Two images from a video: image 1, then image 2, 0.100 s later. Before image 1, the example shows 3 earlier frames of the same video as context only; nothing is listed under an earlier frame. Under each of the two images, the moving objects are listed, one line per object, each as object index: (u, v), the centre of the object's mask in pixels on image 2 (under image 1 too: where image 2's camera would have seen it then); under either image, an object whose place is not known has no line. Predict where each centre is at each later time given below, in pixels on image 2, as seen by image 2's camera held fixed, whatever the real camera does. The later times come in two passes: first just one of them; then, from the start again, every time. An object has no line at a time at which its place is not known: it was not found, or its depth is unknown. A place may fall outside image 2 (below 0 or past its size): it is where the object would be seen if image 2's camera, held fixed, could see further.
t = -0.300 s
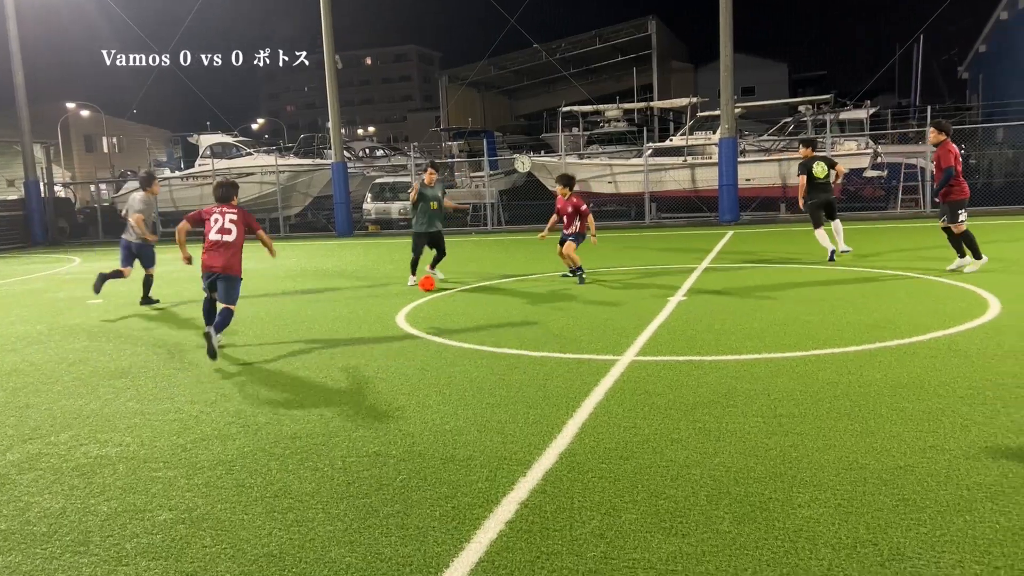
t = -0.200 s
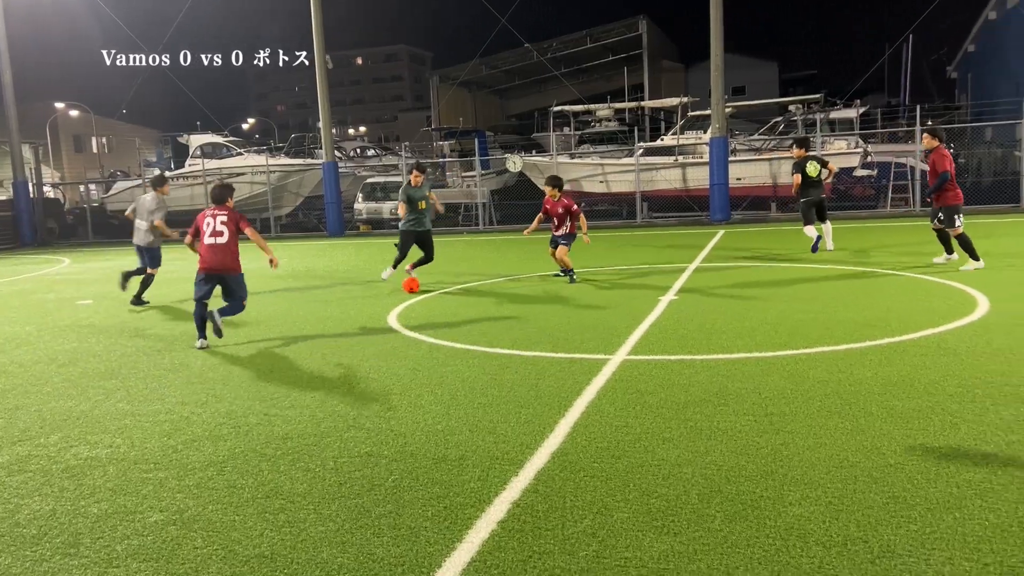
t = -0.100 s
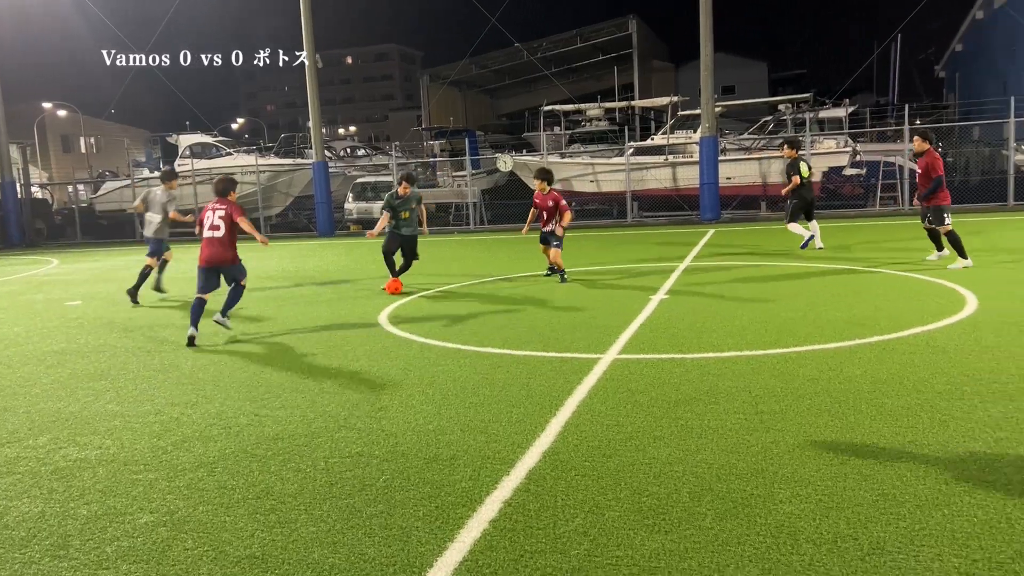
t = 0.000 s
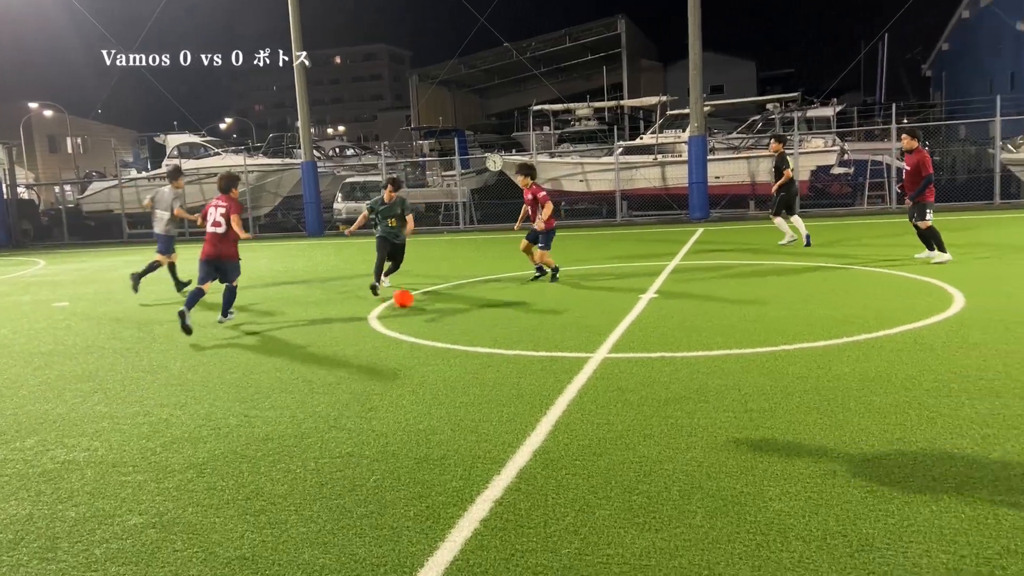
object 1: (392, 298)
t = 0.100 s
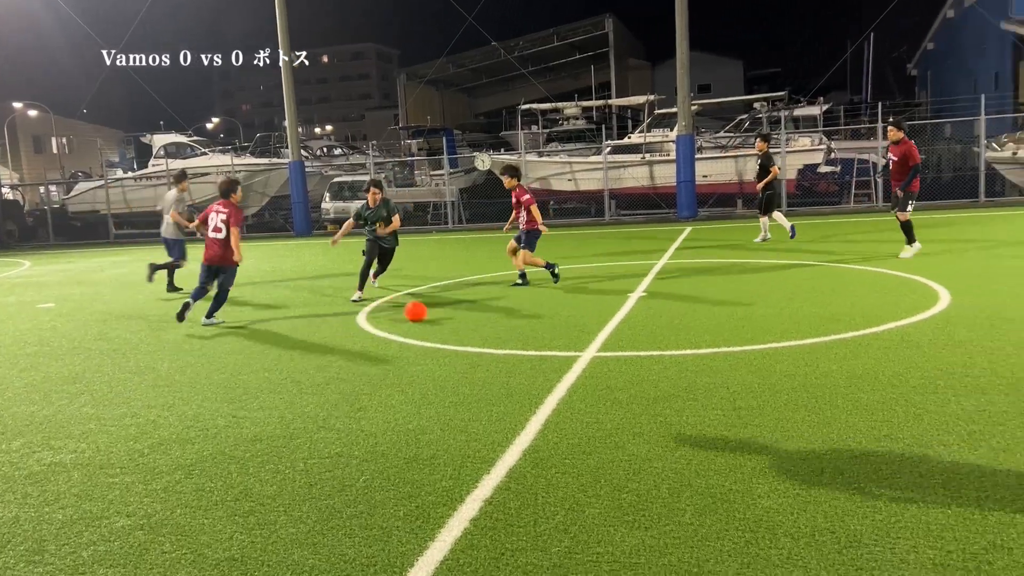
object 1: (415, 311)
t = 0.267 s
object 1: (464, 339)
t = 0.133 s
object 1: (424, 316)
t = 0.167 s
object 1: (433, 321)
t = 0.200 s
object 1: (443, 327)
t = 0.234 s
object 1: (453, 333)
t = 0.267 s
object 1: (464, 339)
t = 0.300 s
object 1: (475, 346)
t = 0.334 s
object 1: (488, 353)
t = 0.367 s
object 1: (501, 361)
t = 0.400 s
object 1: (514, 368)
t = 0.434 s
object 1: (528, 376)
